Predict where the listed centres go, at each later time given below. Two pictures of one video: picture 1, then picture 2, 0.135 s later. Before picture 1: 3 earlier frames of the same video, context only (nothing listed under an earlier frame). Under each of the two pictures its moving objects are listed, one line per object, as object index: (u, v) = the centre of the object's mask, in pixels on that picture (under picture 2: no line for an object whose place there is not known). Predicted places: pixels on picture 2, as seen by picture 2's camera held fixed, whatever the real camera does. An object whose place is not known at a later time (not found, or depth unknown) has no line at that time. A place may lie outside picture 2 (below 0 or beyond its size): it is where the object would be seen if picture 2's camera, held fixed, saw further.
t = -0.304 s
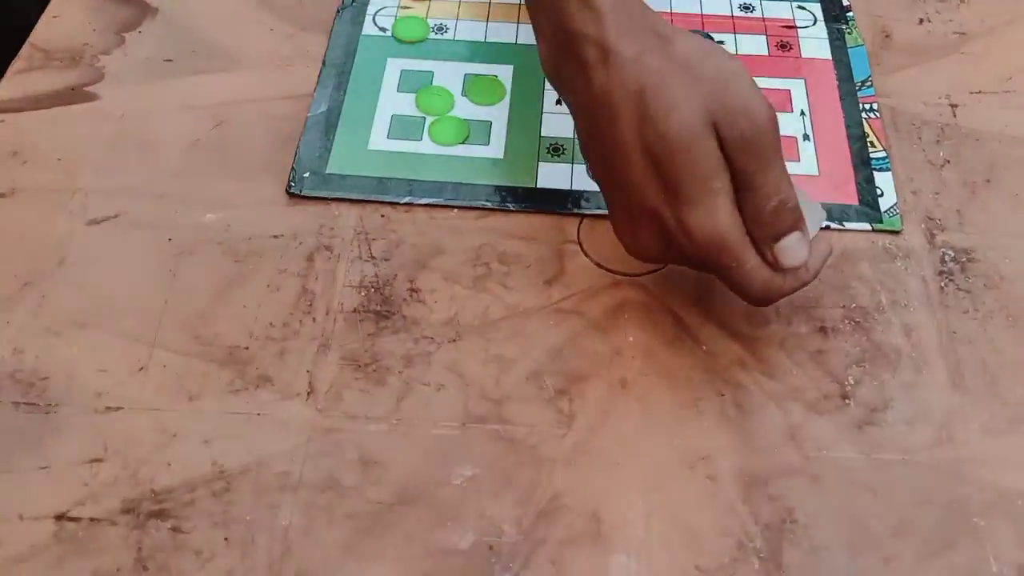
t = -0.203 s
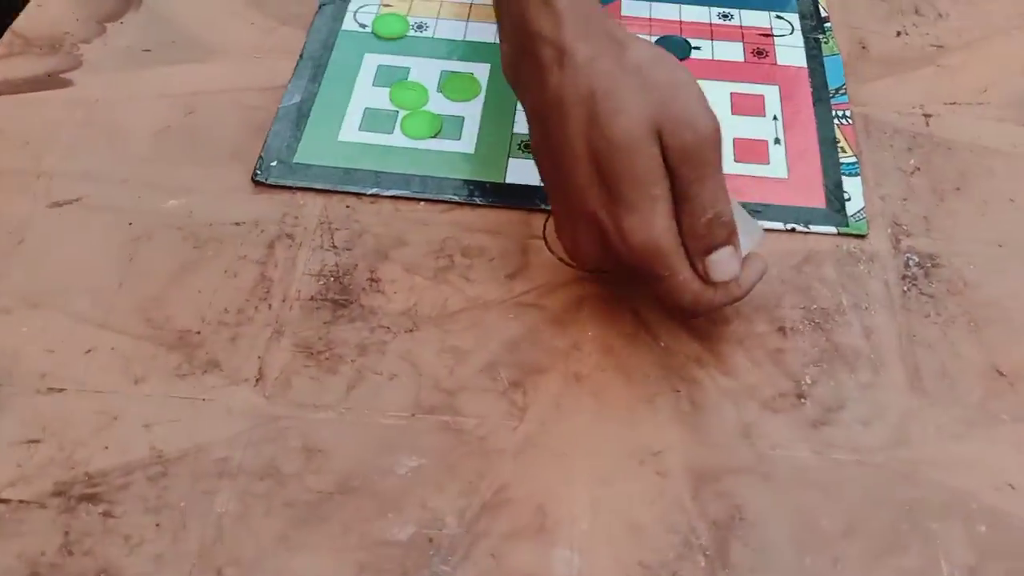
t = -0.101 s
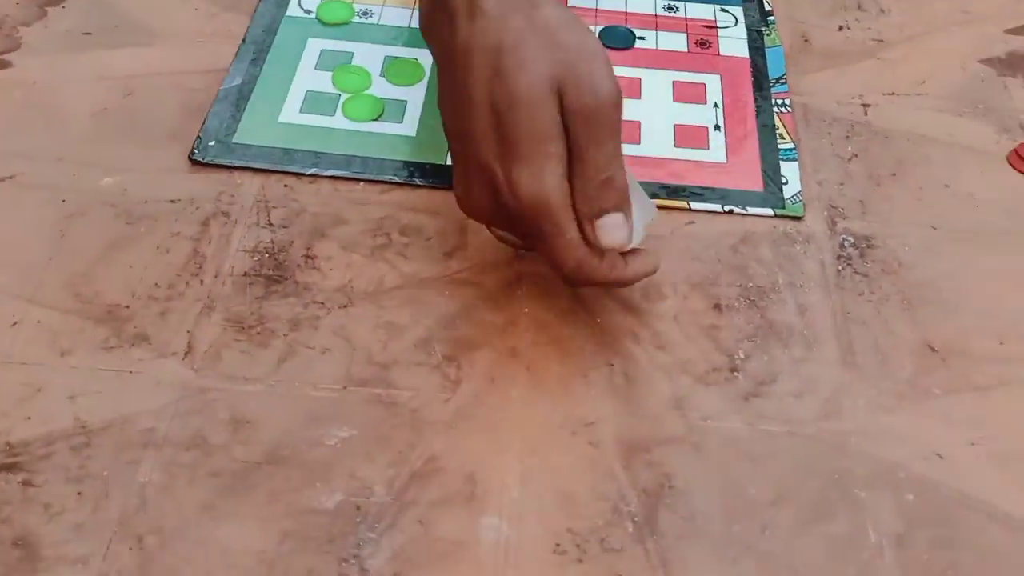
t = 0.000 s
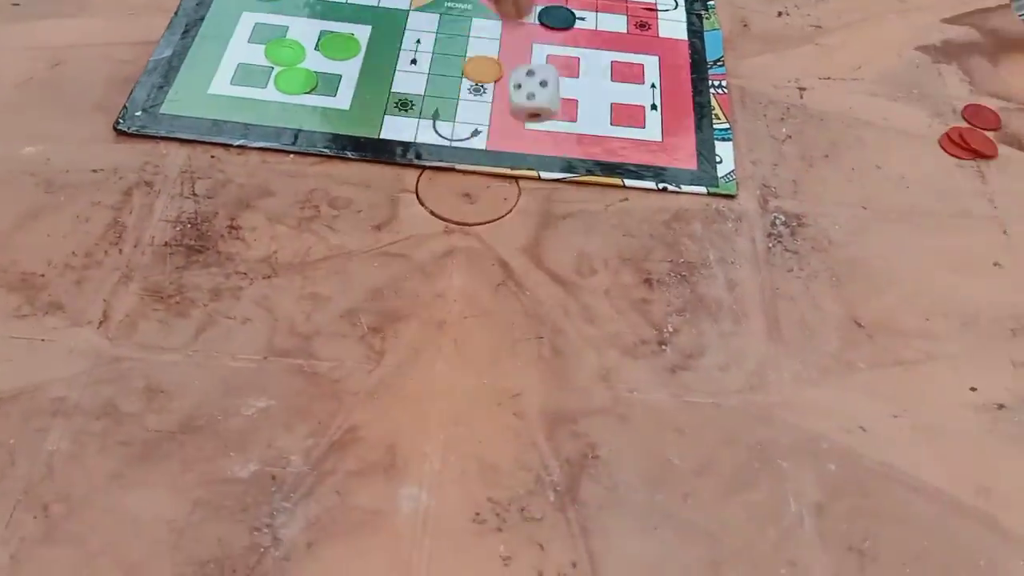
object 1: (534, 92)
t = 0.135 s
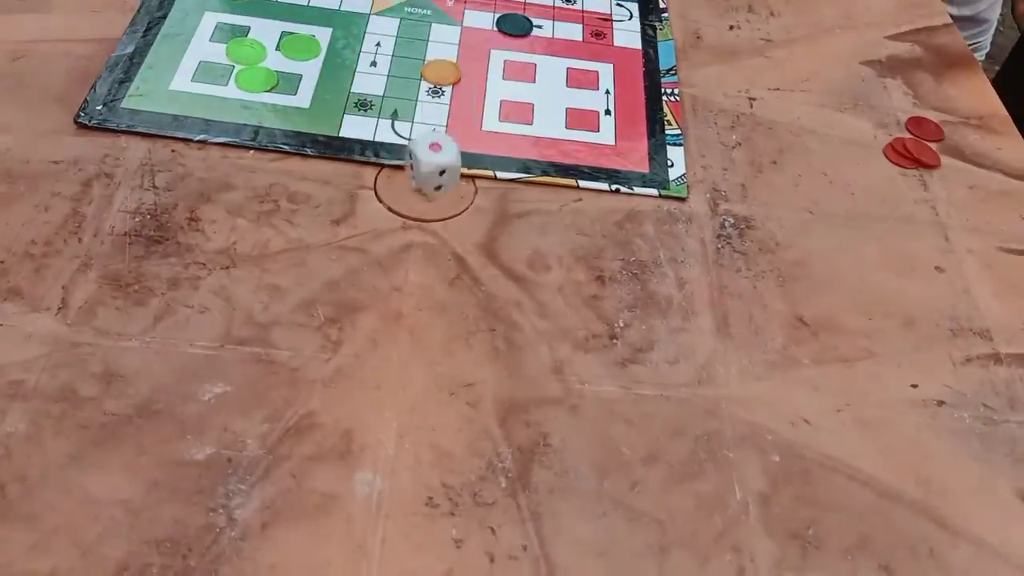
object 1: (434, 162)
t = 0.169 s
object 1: (417, 237)
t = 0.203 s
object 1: (426, 254)
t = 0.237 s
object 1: (455, 227)
